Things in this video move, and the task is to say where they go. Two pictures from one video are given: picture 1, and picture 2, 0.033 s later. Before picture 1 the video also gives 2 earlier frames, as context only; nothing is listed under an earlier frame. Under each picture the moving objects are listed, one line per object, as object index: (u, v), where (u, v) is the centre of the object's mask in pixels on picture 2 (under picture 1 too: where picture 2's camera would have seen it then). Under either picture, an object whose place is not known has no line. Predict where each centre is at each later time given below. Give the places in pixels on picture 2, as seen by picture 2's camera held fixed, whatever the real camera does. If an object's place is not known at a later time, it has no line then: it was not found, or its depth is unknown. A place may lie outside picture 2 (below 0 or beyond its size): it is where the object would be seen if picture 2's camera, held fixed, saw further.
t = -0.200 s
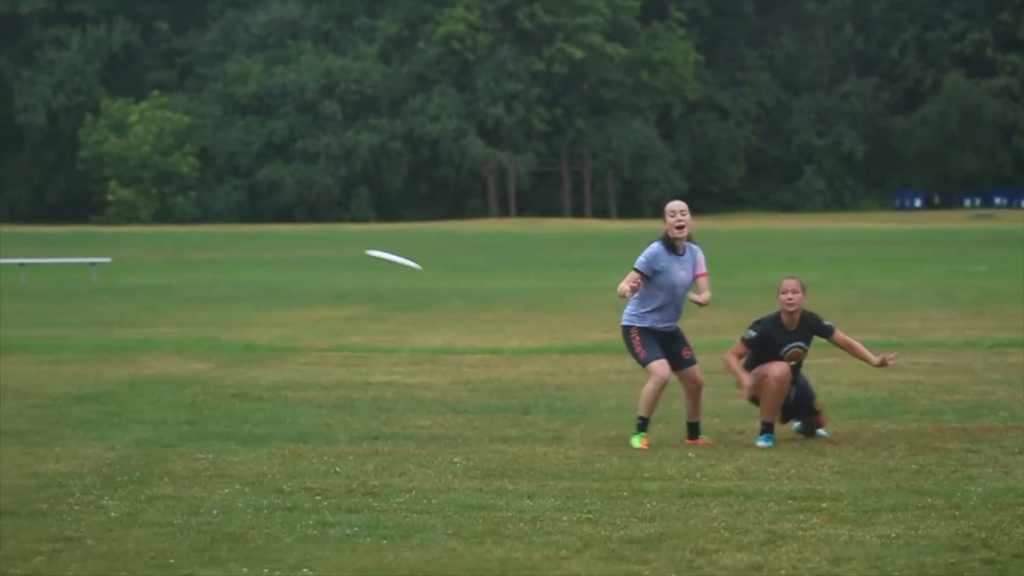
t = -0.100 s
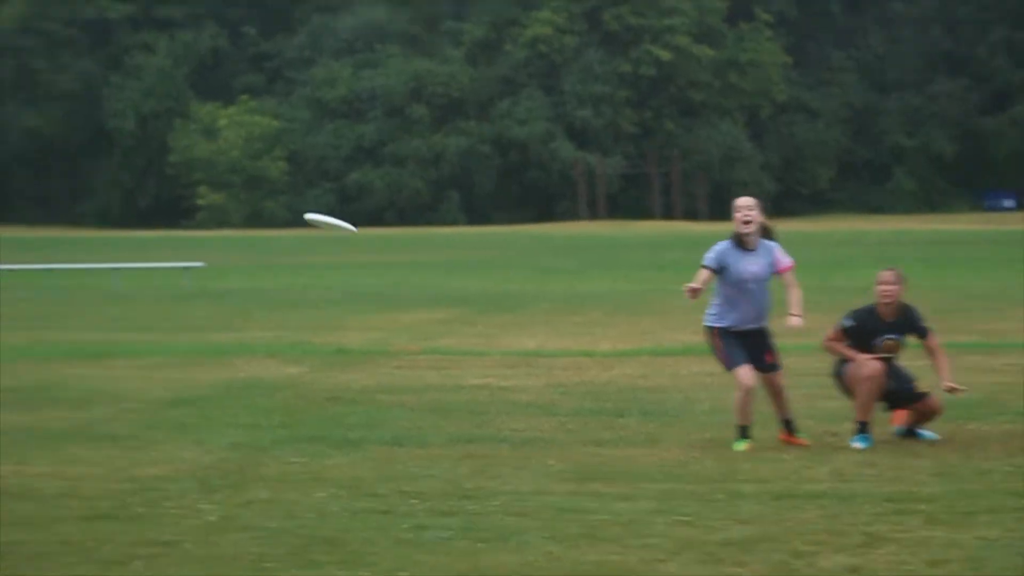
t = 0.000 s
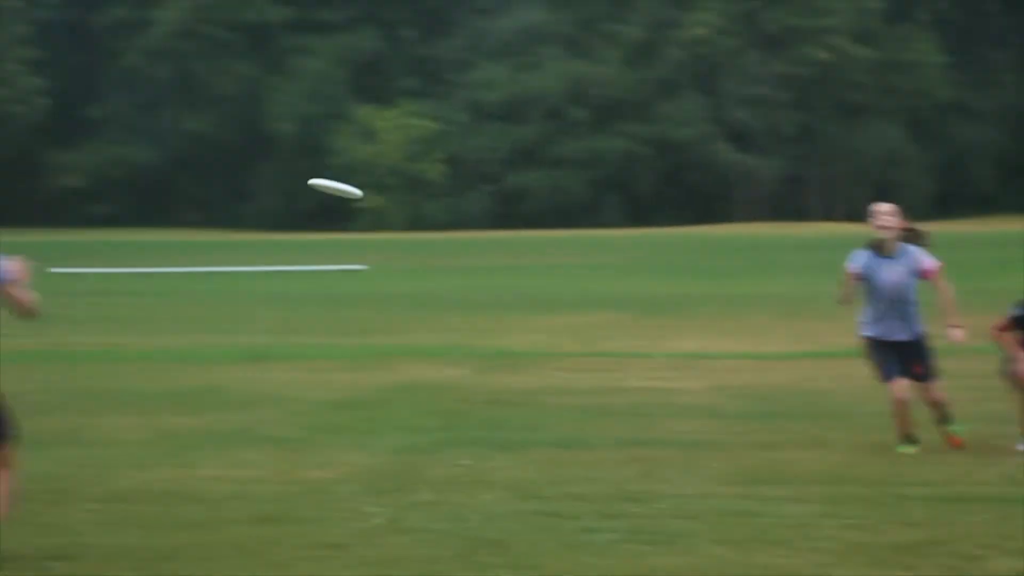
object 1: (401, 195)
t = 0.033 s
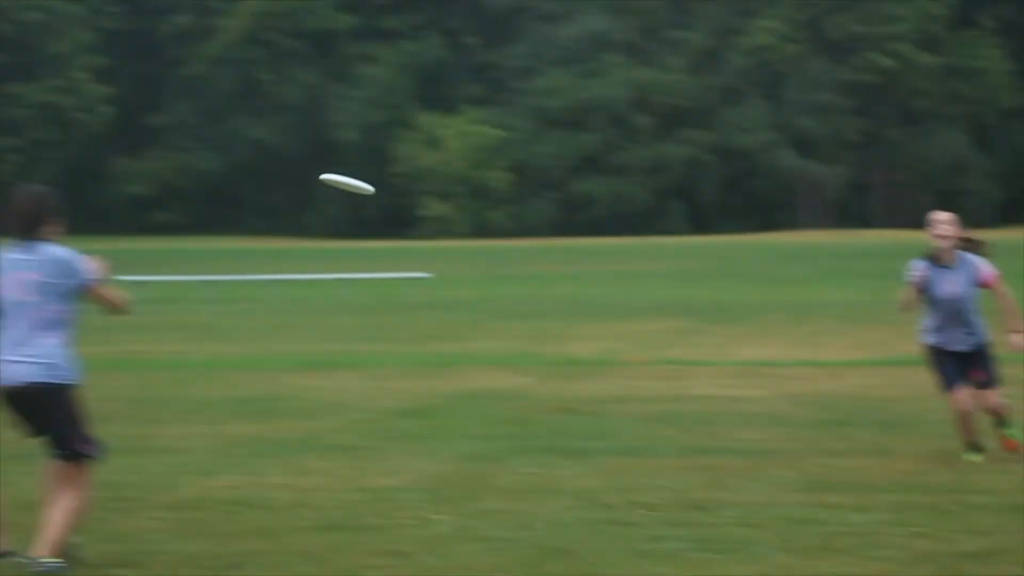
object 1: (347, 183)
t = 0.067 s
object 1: (296, 169)
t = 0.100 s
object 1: (240, 160)
